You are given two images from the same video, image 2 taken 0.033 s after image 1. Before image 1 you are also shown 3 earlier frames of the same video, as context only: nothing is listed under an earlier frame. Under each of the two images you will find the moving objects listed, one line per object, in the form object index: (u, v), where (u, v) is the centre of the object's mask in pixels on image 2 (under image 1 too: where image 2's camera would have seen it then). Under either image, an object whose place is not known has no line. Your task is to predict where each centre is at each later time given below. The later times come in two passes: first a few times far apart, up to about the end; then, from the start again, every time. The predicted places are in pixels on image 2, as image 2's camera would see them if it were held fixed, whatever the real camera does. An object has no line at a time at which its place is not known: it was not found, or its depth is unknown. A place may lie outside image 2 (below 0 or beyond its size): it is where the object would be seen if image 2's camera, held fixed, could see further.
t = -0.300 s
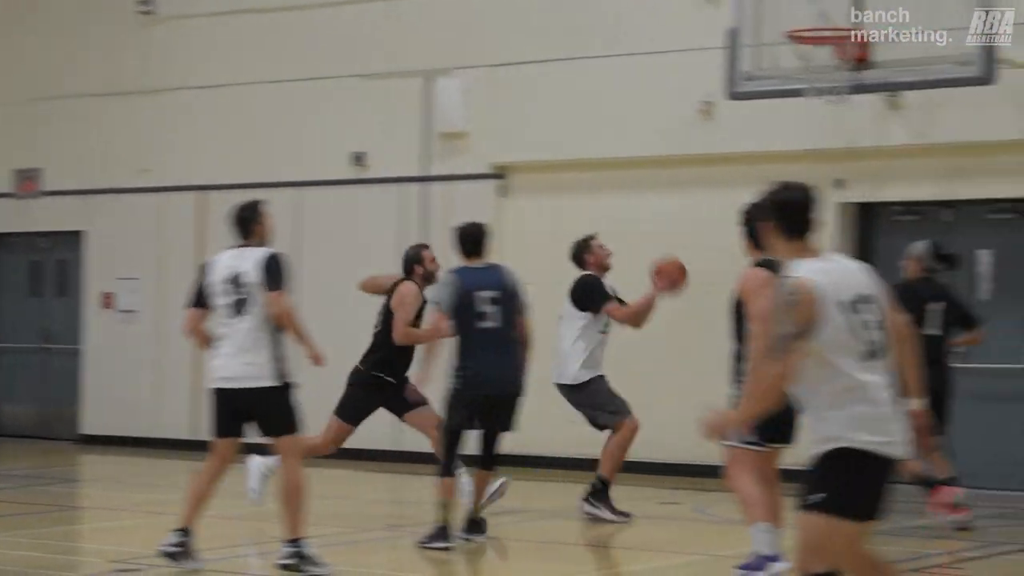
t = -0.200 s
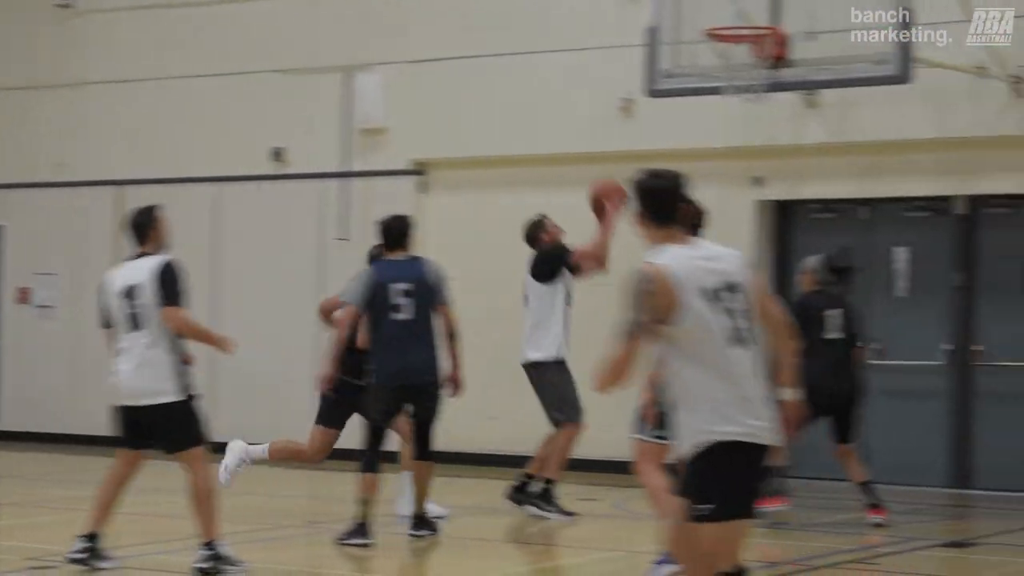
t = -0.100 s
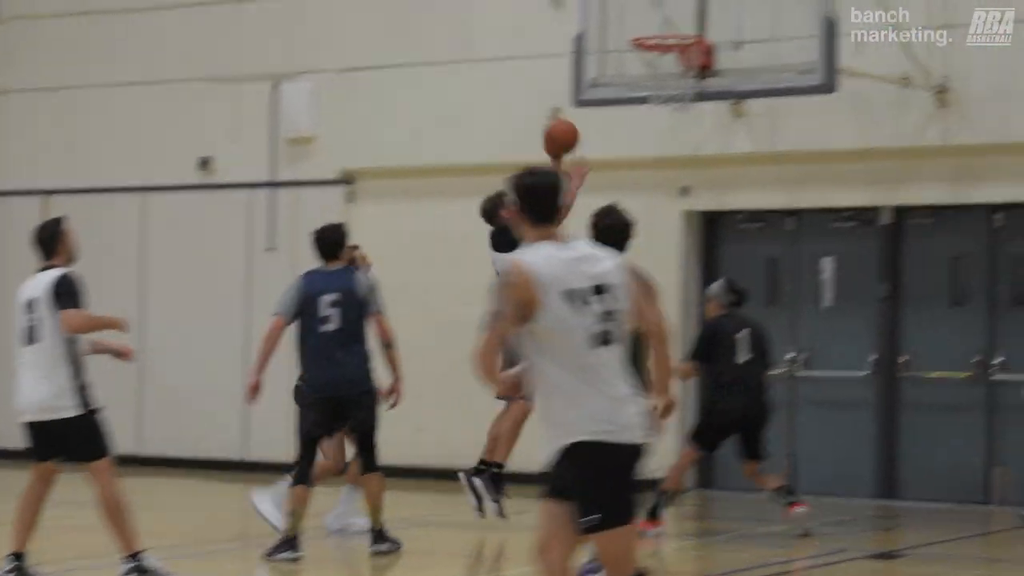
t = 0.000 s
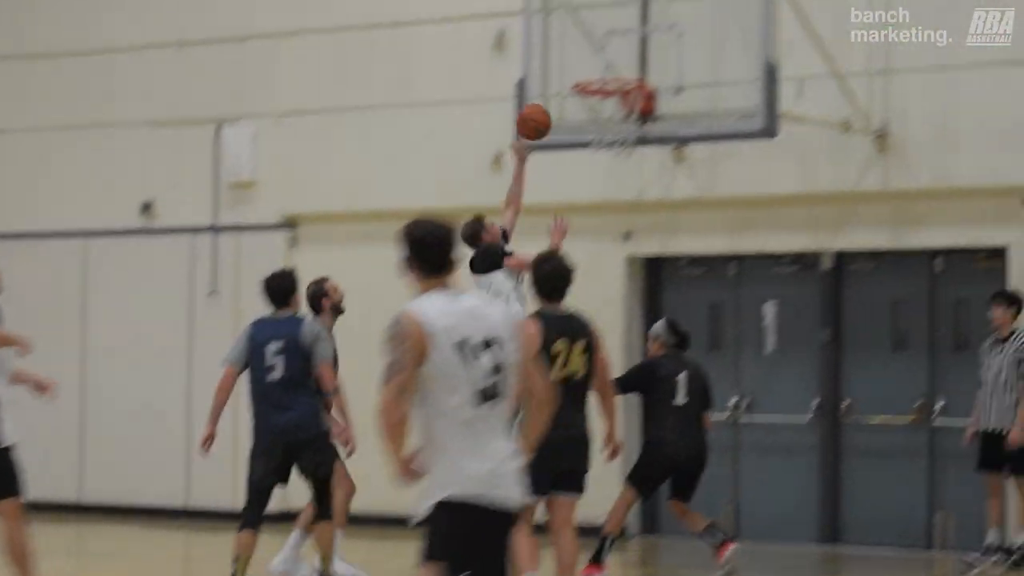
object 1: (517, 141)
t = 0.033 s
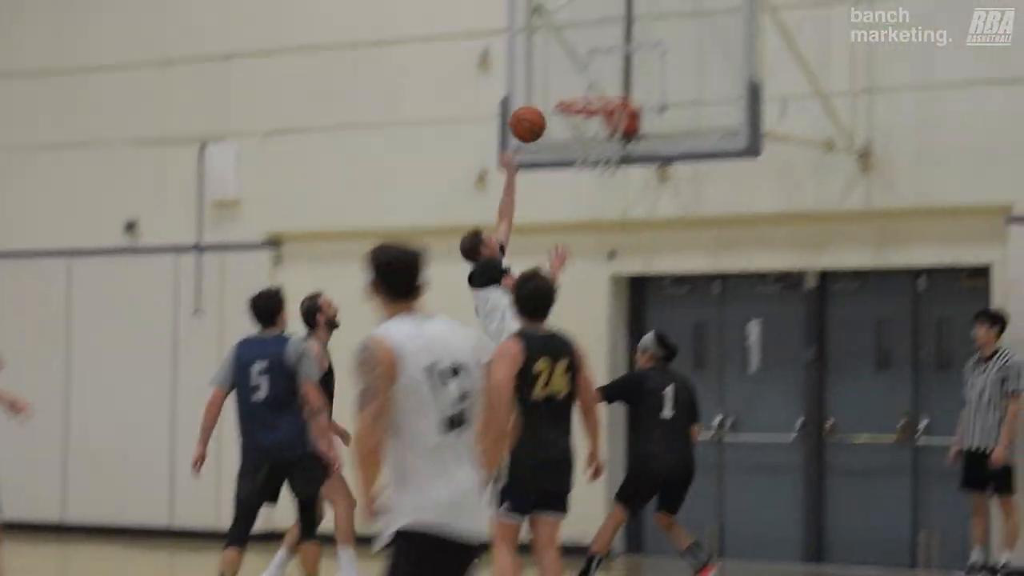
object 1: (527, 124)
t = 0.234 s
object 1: (577, 62)
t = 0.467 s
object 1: (585, 74)
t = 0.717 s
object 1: (591, 140)
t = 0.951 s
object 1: (597, 199)
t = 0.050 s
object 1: (532, 116)
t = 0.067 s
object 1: (537, 109)
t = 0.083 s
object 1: (542, 102)
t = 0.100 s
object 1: (547, 96)
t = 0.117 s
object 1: (552, 90)
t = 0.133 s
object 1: (558, 84)
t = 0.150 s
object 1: (563, 79)
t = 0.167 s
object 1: (568, 74)
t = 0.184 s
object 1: (573, 70)
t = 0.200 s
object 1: (576, 67)
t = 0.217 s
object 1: (577, 64)
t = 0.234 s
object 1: (577, 62)
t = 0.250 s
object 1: (578, 60)
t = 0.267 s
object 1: (578, 59)
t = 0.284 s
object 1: (579, 58)
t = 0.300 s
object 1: (579, 57)
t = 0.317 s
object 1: (580, 57)
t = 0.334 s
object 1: (581, 57)
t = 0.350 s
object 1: (581, 58)
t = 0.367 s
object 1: (582, 59)
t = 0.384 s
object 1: (582, 60)
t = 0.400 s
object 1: (583, 62)
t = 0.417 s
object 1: (583, 65)
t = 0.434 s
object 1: (584, 68)
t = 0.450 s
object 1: (584, 71)
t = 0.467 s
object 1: (585, 74)
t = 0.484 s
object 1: (585, 78)
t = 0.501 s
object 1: (586, 82)
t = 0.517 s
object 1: (586, 85)
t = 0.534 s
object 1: (587, 88)
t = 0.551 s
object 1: (589, 96)
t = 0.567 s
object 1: (588, 106)
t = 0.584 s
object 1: (587, 113)
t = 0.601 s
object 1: (588, 119)
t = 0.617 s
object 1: (589, 124)
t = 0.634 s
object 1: (589, 127)
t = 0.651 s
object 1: (589, 132)
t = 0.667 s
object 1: (589, 134)
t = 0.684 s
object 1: (589, 136)
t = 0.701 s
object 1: (590, 138)
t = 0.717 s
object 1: (591, 140)
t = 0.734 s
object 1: (591, 142)
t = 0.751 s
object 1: (591, 144)
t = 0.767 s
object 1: (592, 146)
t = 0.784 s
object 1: (593, 149)
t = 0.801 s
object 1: (594, 152)
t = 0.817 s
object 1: (594, 156)
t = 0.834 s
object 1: (594, 159)
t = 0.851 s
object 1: (595, 165)
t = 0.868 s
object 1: (595, 169)
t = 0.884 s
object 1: (596, 175)
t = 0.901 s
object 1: (596, 179)
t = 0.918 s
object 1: (596, 185)
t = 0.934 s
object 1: (597, 192)
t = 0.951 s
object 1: (597, 199)
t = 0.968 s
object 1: (597, 206)
